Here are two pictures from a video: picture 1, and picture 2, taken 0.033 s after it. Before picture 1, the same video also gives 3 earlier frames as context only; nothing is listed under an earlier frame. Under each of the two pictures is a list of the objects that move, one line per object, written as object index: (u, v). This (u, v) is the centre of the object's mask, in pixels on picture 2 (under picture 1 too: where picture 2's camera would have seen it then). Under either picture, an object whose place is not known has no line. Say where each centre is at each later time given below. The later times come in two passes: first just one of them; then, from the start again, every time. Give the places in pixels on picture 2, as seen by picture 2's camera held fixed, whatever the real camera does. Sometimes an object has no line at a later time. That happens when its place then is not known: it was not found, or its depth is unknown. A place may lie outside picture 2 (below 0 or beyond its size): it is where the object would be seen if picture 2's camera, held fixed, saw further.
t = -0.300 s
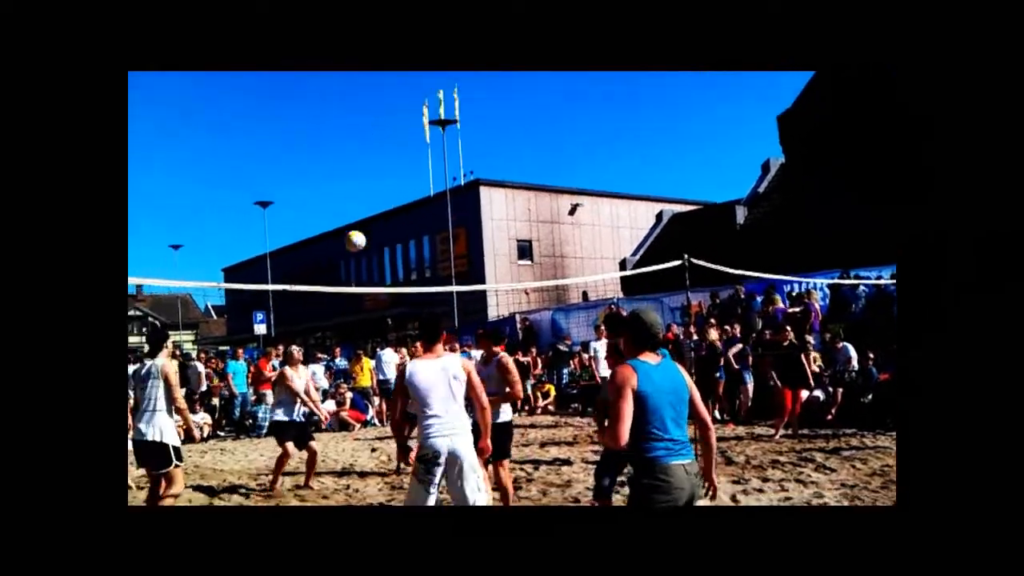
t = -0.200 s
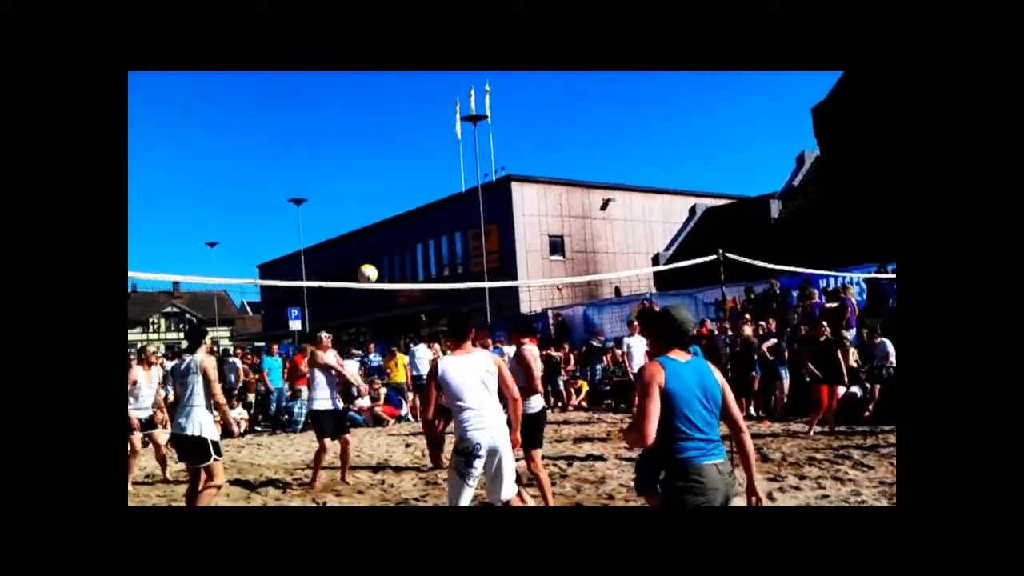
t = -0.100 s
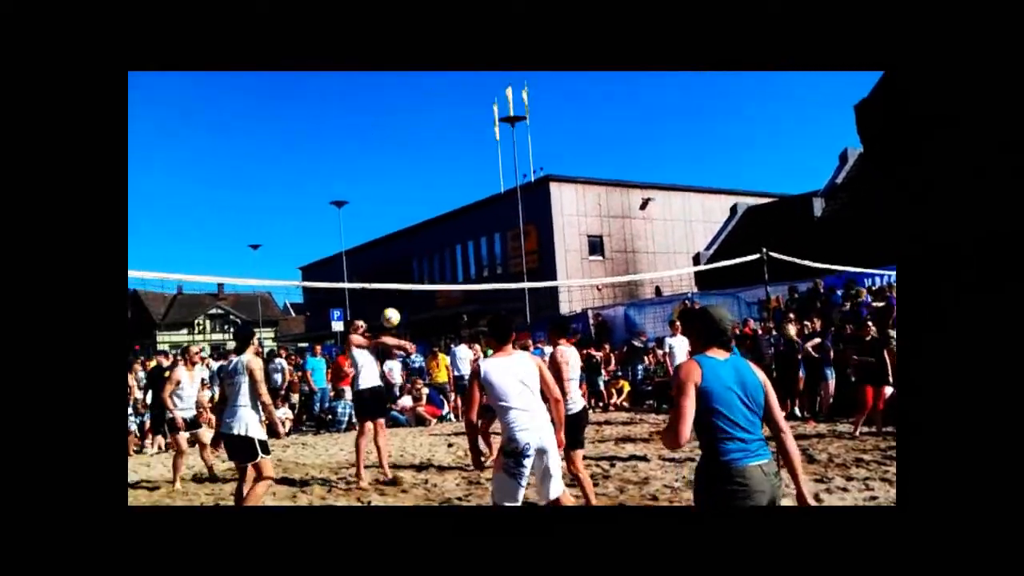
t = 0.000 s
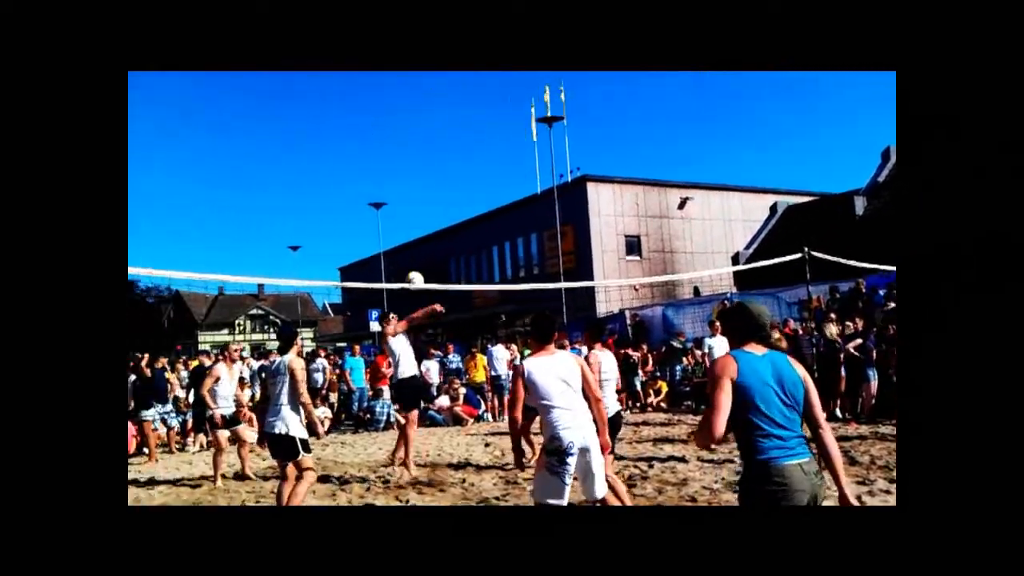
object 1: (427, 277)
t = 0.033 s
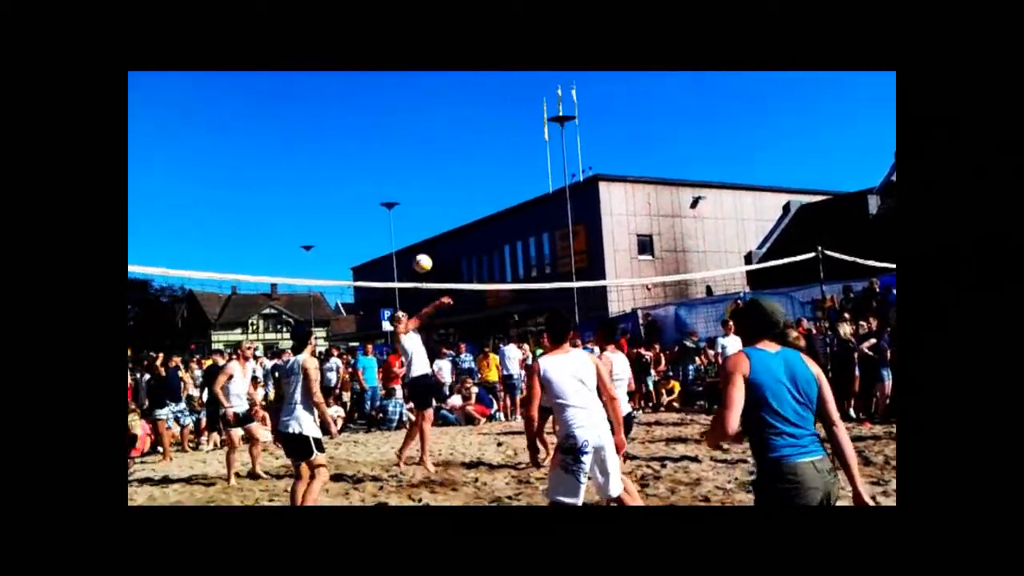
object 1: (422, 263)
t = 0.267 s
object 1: (398, 164)
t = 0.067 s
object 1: (419, 247)
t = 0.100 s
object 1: (415, 231)
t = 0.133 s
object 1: (411, 216)
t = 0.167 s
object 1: (407, 202)
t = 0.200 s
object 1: (404, 189)
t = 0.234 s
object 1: (401, 176)
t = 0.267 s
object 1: (398, 164)
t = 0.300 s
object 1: (393, 154)
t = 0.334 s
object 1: (389, 144)
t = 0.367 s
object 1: (386, 135)
